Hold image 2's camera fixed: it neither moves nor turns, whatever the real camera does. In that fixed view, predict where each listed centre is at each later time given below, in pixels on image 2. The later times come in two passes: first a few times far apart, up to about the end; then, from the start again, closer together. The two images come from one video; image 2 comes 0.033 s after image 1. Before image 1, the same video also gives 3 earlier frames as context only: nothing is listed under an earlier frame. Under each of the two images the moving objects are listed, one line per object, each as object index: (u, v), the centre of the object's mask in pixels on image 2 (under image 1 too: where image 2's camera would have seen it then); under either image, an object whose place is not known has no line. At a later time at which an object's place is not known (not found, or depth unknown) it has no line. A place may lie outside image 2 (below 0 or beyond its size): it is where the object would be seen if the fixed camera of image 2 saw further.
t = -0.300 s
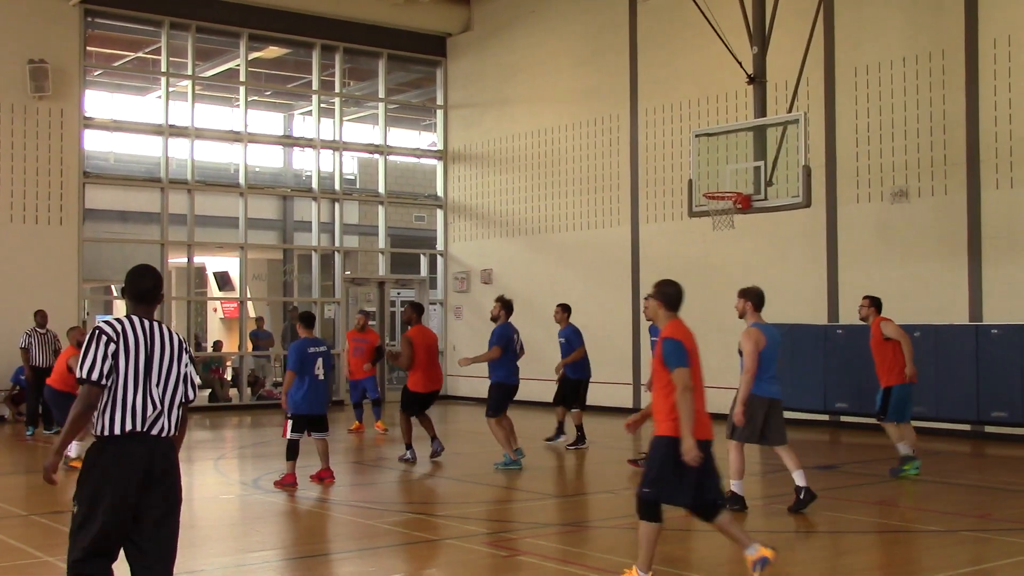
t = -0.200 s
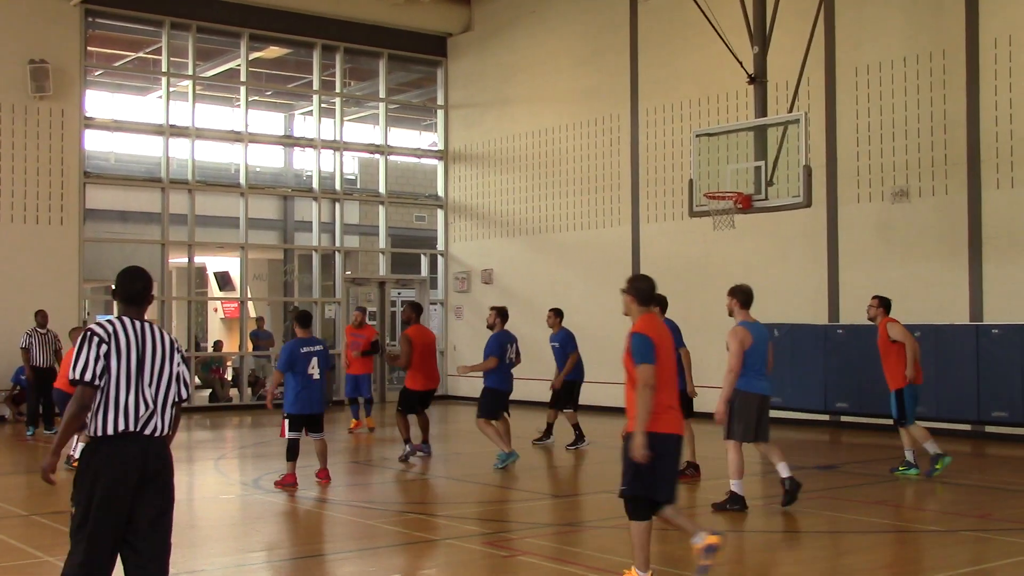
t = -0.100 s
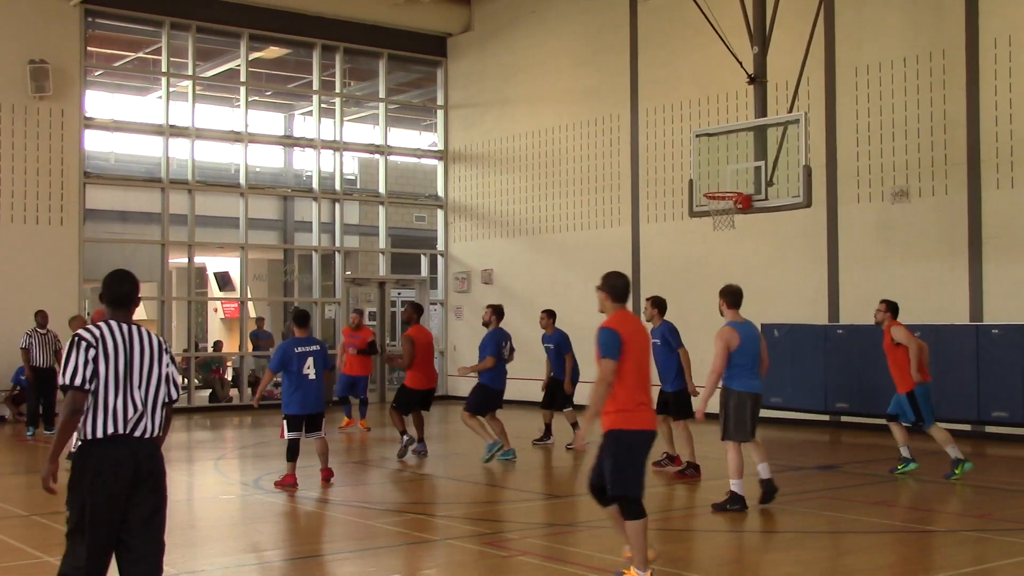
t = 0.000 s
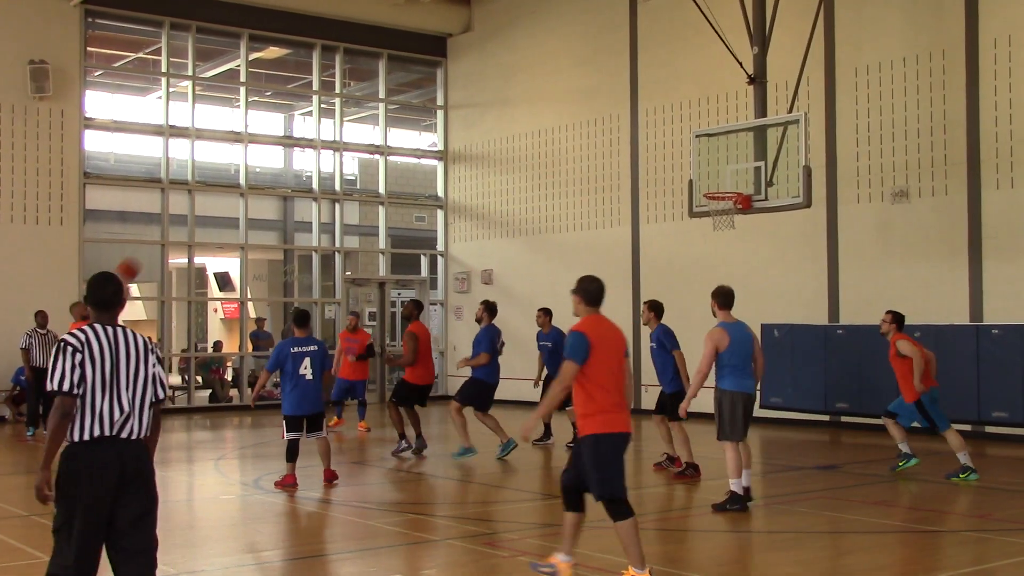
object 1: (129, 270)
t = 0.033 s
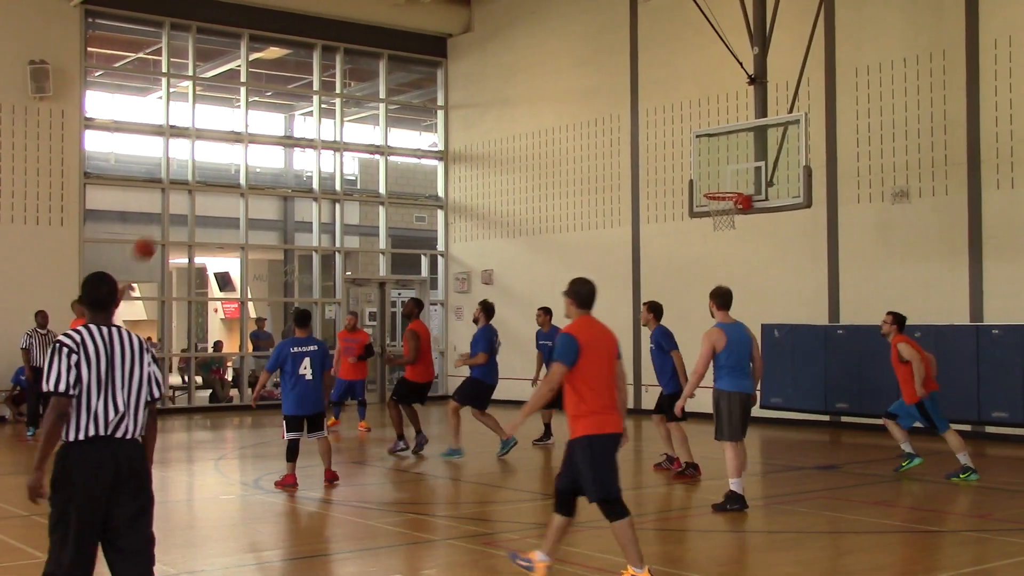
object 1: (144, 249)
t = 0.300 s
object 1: (272, 116)
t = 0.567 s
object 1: (393, 52)
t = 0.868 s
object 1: (519, 54)
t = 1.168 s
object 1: (640, 128)
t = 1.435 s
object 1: (651, 180)
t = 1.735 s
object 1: (537, 201)
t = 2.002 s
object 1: (444, 275)
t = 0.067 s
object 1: (161, 228)
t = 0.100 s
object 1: (176, 211)
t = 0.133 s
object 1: (193, 192)
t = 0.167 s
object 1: (208, 175)
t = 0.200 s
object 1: (225, 160)
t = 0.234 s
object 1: (240, 143)
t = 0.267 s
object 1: (255, 132)
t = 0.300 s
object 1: (272, 116)
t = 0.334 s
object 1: (287, 105)
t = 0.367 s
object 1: (303, 95)
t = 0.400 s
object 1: (317, 86)
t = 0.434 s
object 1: (332, 78)
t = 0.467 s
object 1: (349, 70)
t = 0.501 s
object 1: (362, 62)
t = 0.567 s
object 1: (393, 52)
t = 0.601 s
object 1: (407, 48)
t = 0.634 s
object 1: (421, 46)
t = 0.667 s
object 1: (436, 45)
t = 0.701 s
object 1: (449, 44)
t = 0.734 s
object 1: (463, 44)
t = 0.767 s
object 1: (477, 45)
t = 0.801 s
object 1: (491, 47)
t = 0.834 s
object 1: (506, 50)
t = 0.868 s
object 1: (519, 54)
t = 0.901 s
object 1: (533, 59)
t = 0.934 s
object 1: (547, 64)
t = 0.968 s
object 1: (560, 71)
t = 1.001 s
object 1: (574, 78)
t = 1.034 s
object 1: (587, 87)
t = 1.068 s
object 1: (601, 96)
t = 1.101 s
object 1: (614, 106)
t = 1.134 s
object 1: (627, 116)
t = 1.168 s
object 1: (640, 128)
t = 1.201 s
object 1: (654, 141)
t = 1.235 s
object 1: (667, 154)
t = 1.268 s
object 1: (679, 168)
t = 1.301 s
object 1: (692, 183)
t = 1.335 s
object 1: (691, 189)
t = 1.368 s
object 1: (678, 185)
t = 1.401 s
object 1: (665, 183)
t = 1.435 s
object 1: (651, 180)
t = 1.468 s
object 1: (639, 179)
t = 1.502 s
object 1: (625, 179)
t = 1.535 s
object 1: (612, 180)
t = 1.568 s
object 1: (599, 181)
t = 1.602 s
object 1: (587, 183)
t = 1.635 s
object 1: (574, 186)
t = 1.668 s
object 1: (562, 191)
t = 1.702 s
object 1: (549, 195)
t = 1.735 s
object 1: (537, 201)
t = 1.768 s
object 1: (525, 208)
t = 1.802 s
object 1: (513, 215)
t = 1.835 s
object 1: (501, 223)
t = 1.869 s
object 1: (489, 232)
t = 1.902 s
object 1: (478, 241)
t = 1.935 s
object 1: (466, 252)
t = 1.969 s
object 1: (455, 263)
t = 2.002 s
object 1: (444, 275)
